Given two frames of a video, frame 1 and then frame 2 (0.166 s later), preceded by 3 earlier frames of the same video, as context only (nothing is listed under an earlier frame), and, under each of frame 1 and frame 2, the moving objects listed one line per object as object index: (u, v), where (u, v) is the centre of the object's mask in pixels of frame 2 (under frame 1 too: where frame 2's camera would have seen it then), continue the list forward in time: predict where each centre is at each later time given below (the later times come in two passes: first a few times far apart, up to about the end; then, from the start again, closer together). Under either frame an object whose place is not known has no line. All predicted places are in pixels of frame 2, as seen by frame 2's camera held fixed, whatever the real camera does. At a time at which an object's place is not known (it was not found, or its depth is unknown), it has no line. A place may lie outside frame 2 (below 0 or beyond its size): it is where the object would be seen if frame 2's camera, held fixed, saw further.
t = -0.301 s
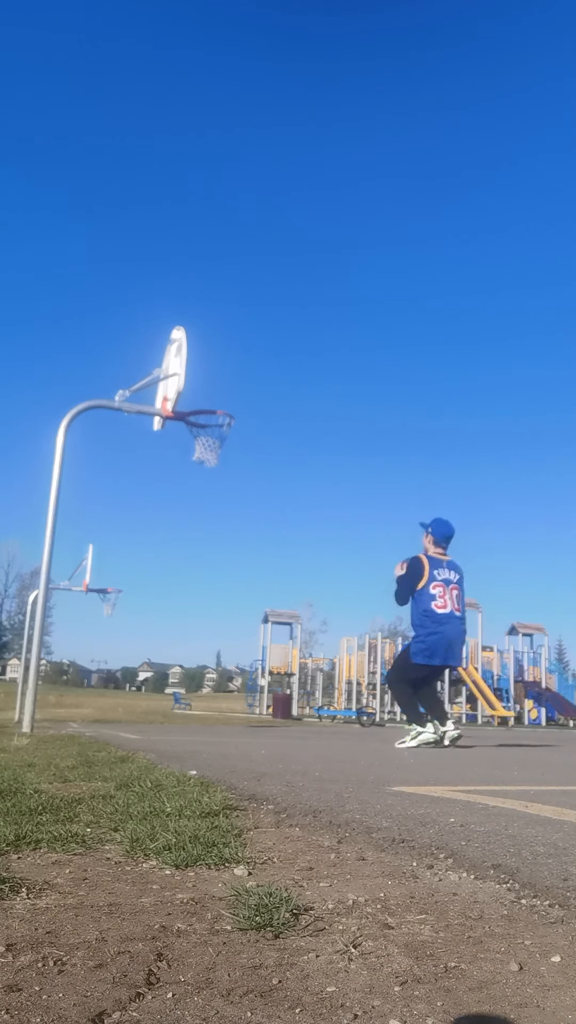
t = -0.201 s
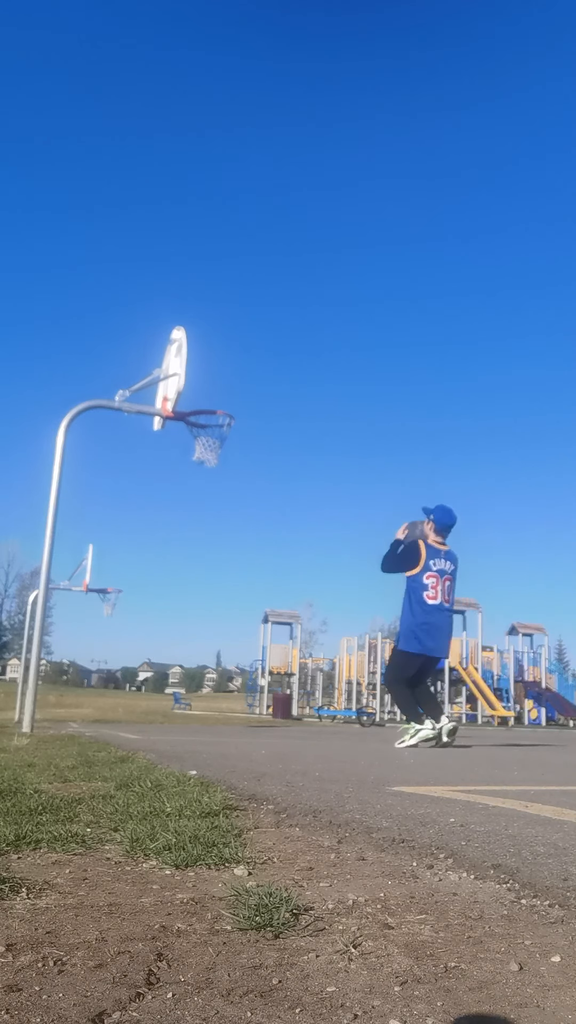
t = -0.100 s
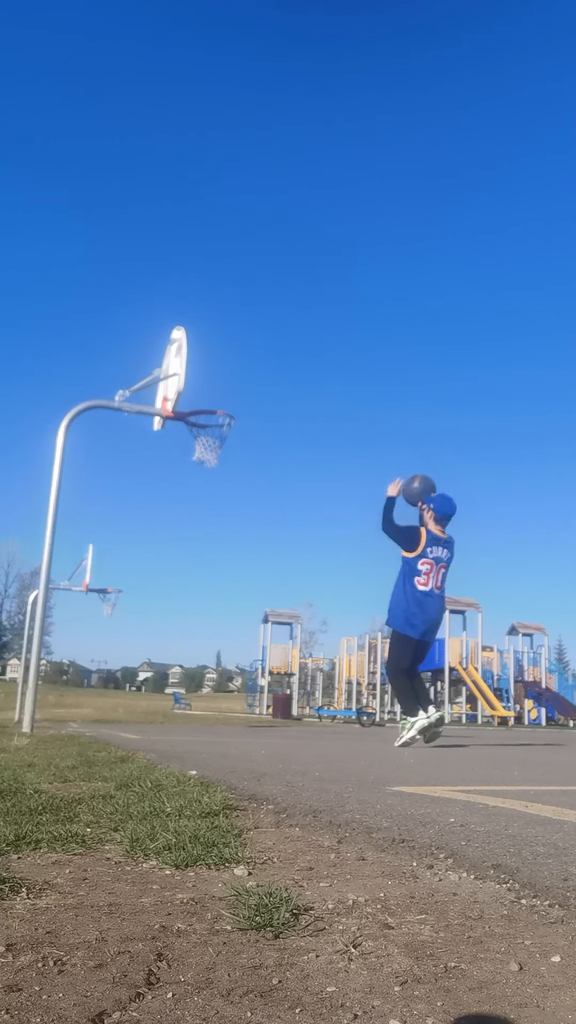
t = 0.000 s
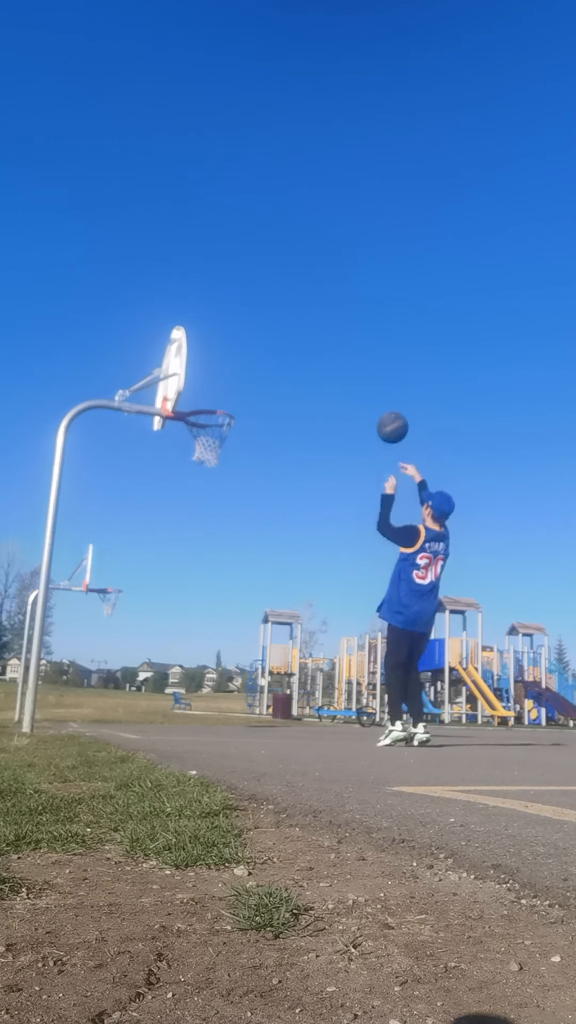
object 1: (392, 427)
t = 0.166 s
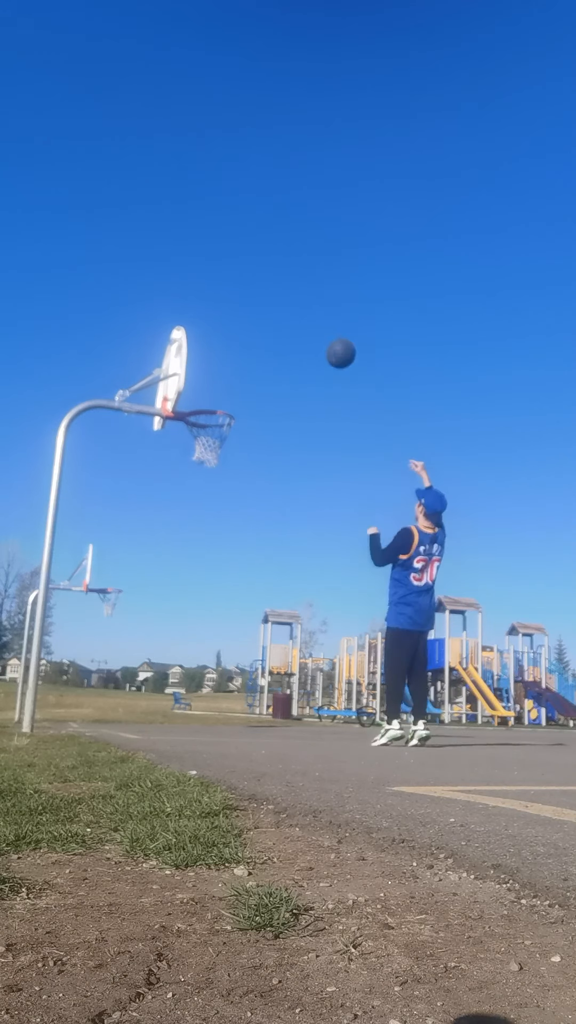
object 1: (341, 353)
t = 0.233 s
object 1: (322, 334)
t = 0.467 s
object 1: (260, 312)
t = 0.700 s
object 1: (203, 343)
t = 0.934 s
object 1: (202, 410)
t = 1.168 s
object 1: (229, 461)
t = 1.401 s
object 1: (247, 523)
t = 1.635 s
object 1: (263, 649)
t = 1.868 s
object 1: (272, 654)
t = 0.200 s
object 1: (331, 343)
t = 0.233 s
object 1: (322, 334)
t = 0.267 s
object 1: (313, 328)
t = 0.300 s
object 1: (304, 322)
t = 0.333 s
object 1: (295, 318)
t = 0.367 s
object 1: (286, 315)
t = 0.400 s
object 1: (277, 313)
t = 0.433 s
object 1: (268, 312)
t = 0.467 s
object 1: (260, 312)
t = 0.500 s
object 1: (252, 314)
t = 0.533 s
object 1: (243, 316)
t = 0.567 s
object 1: (235, 319)
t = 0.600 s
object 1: (227, 324)
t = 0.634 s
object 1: (219, 329)
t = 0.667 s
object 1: (211, 335)
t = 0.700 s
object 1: (203, 343)
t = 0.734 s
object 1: (197, 351)
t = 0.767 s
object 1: (194, 361)
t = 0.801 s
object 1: (195, 369)
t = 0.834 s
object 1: (196, 378)
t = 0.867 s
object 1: (198, 388)
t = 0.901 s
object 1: (200, 398)
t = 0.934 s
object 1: (202, 410)
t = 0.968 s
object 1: (204, 425)
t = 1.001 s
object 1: (210, 431)
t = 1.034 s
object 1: (218, 442)
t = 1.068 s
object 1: (219, 450)
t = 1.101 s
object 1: (223, 453)
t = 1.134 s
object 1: (226, 457)
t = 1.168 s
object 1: (229, 461)
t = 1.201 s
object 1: (232, 466)
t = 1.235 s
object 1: (234, 472)
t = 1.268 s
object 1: (237, 480)
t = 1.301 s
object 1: (240, 489)
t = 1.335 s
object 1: (242, 499)
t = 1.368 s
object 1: (244, 511)
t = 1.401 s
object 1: (247, 523)
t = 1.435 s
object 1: (249, 537)
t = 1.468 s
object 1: (252, 552)
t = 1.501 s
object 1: (254, 568)
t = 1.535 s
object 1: (256, 586)
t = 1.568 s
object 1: (259, 606)
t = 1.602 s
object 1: (260, 626)
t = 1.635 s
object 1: (263, 649)
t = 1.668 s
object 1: (265, 673)
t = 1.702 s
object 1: (266, 699)
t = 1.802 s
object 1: (271, 688)
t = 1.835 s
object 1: (271, 671)
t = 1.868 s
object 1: (272, 654)
